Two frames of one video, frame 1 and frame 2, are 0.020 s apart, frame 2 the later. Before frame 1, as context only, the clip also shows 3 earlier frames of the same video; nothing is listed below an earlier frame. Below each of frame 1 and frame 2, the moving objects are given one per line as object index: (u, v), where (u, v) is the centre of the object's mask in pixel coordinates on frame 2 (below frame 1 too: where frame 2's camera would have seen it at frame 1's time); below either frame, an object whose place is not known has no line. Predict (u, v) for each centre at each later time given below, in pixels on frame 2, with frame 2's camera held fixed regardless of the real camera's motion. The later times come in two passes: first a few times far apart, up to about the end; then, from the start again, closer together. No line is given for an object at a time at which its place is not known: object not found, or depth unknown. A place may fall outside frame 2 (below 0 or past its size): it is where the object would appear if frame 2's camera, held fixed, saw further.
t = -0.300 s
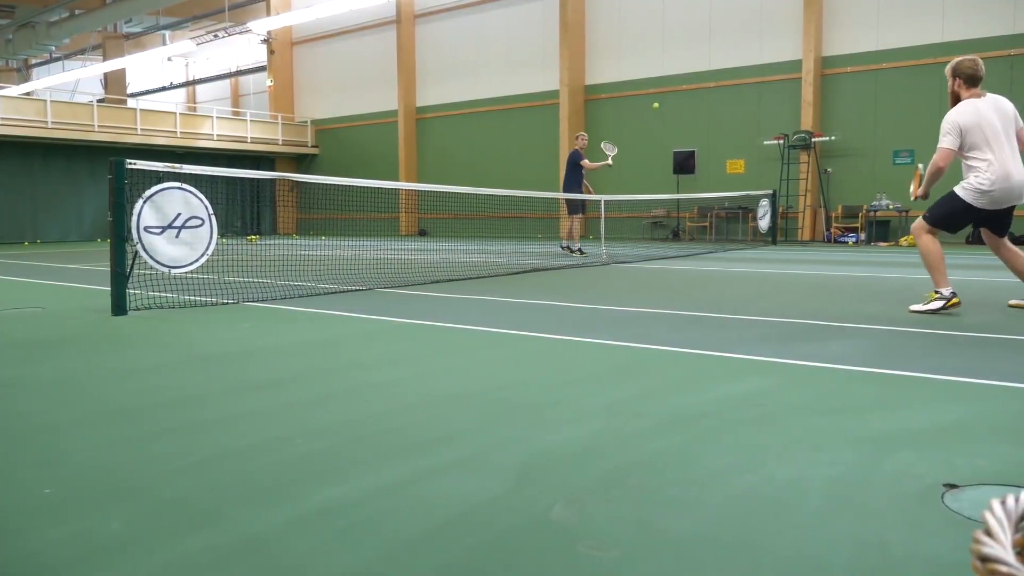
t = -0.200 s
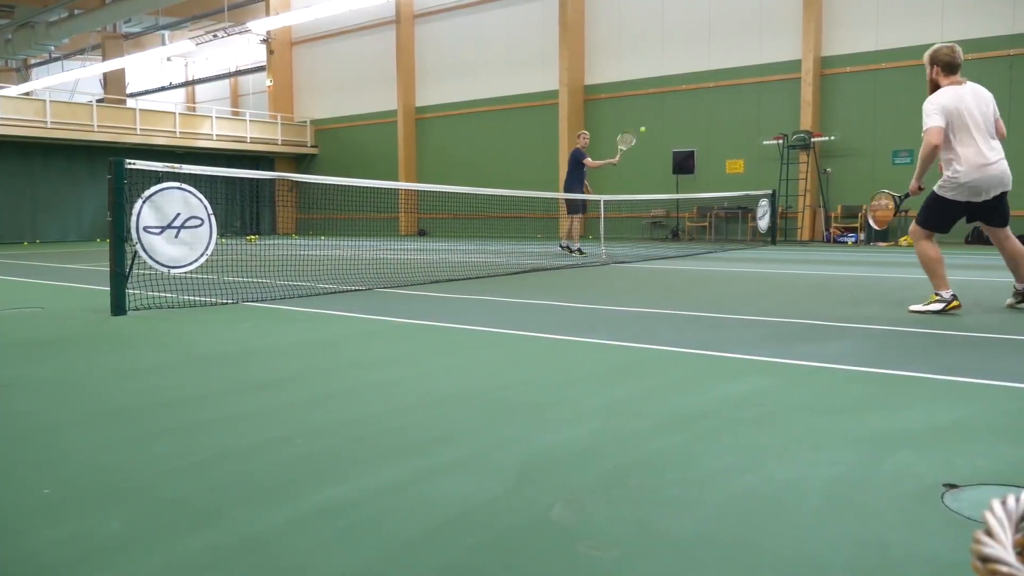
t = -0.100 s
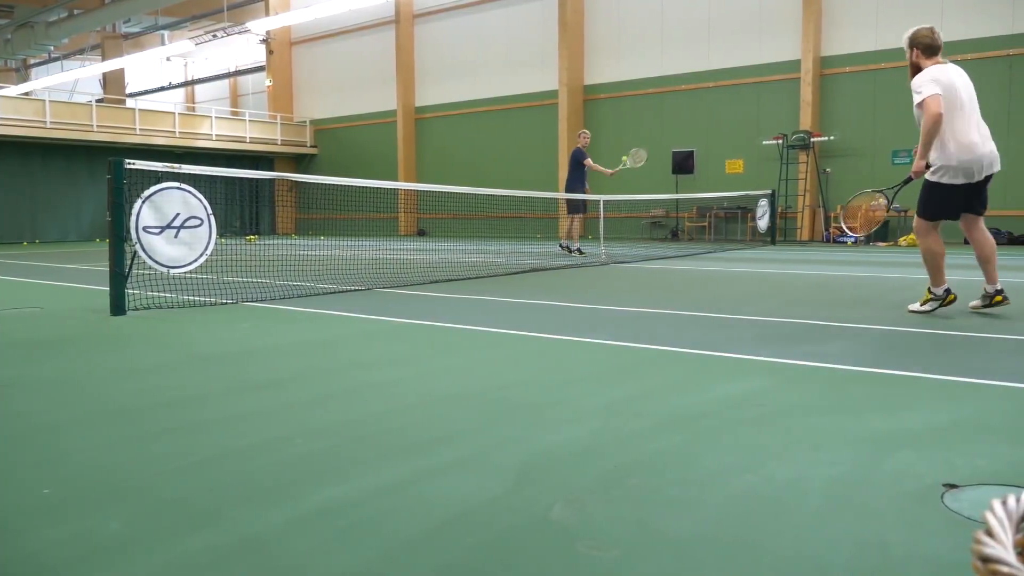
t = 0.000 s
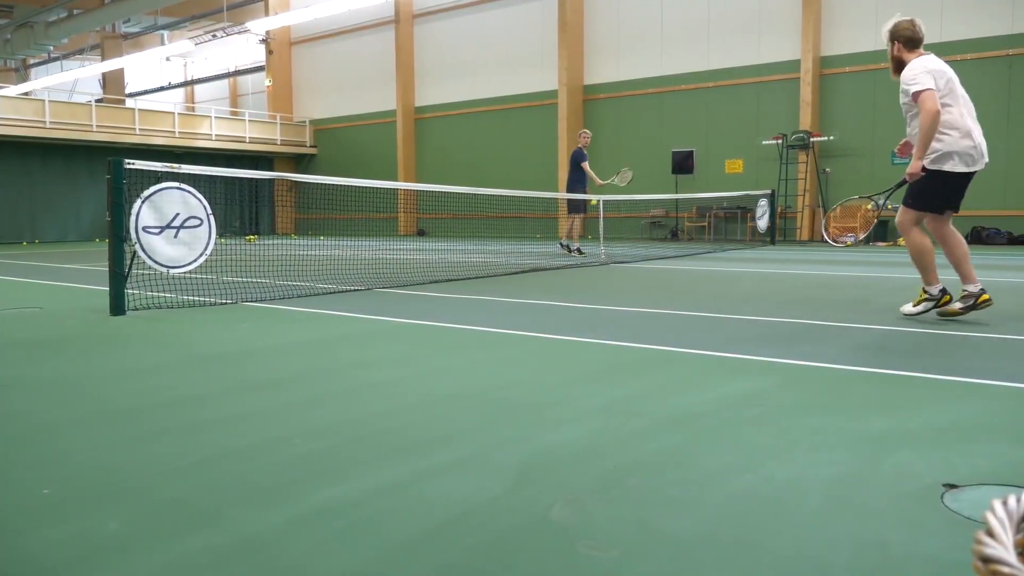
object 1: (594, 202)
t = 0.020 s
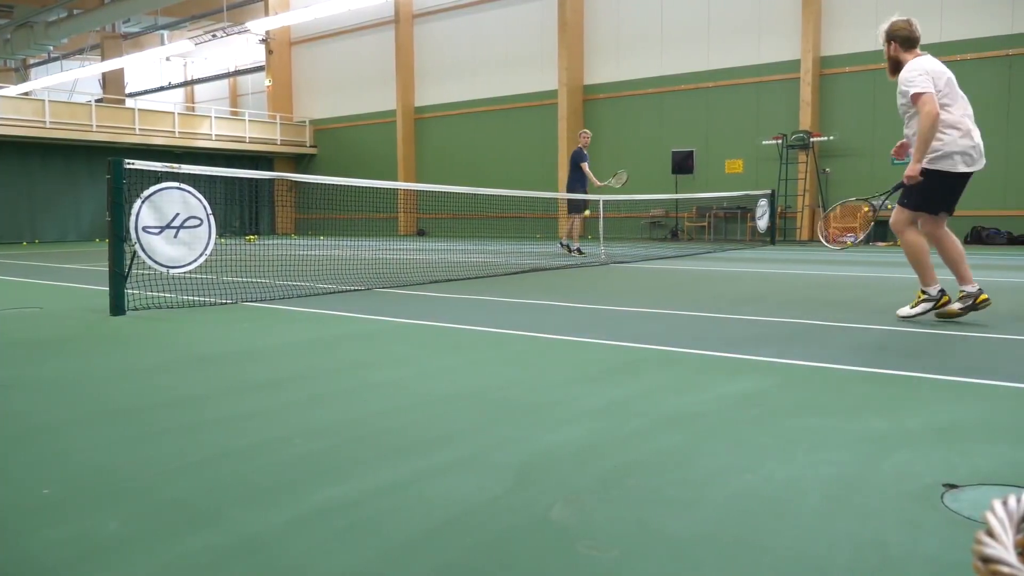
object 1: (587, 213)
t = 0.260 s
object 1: (519, 201)
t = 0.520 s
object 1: (439, 98)
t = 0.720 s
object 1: (342, 55)
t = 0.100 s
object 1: (557, 265)
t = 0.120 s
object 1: (550, 268)
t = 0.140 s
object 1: (546, 258)
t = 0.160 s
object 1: (542, 248)
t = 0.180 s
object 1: (537, 238)
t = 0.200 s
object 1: (533, 229)
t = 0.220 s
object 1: (528, 219)
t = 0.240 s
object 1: (524, 210)
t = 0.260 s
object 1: (519, 201)
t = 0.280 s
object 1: (514, 191)
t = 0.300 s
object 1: (509, 183)
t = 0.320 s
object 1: (503, 174)
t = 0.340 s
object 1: (498, 166)
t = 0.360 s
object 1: (492, 157)
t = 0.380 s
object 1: (486, 149)
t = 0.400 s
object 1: (480, 141)
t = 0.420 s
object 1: (474, 133)
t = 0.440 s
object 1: (467, 125)
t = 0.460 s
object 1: (460, 118)
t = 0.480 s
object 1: (453, 111)
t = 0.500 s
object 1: (446, 105)
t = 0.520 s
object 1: (439, 98)
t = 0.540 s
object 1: (430, 92)
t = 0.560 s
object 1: (422, 86)
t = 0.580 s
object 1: (414, 81)
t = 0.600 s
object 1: (405, 75)
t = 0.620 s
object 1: (396, 71)
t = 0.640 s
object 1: (386, 66)
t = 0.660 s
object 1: (376, 63)
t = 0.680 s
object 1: (365, 60)
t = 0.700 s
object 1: (354, 57)
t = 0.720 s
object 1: (342, 55)
